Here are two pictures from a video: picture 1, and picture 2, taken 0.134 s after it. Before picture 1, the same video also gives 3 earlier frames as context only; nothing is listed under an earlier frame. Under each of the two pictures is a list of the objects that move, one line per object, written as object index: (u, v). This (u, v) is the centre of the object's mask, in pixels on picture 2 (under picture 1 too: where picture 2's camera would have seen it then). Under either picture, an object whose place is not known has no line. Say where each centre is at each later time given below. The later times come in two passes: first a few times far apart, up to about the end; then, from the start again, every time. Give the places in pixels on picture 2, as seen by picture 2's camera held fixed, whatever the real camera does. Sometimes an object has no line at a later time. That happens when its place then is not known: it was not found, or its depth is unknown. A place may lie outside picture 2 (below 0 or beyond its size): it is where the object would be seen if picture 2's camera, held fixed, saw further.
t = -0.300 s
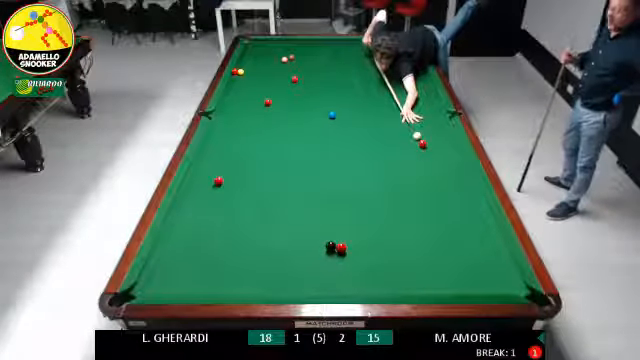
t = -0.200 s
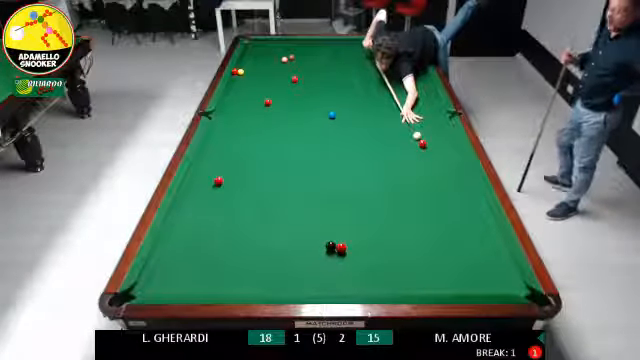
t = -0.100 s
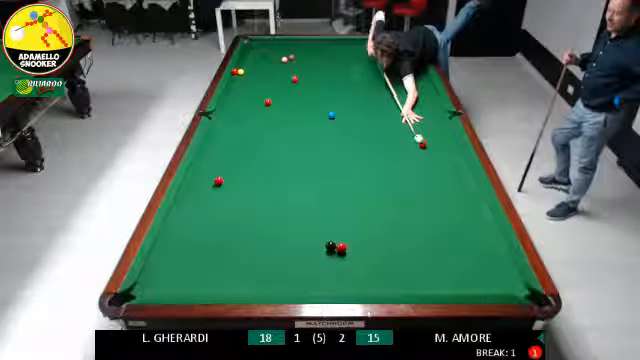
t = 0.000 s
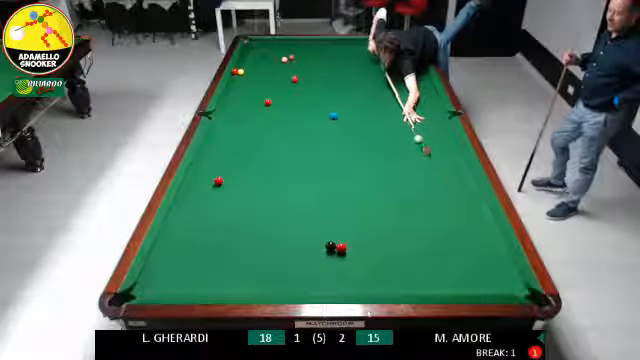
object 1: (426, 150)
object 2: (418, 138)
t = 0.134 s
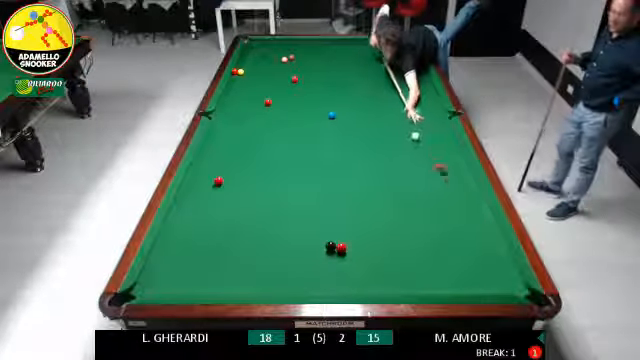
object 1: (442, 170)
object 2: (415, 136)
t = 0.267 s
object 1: (454, 184)
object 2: (411, 133)
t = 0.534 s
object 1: (476, 218)
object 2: (407, 128)
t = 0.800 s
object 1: (509, 262)
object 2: (402, 124)
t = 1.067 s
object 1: (518, 288)
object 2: (398, 121)
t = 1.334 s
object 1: (500, 275)
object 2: (395, 118)
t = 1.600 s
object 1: (479, 264)
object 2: (391, 116)
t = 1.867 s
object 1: (460, 255)
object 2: (390, 114)
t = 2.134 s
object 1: (444, 246)
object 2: (387, 113)
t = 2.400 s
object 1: (429, 238)
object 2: (387, 112)
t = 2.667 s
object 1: (417, 233)
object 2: (386, 112)
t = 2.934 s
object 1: (407, 228)
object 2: (386, 112)
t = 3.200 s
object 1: (398, 224)
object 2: (387, 112)
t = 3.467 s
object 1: (391, 220)
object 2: (387, 112)
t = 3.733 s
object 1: (383, 218)
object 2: (387, 112)
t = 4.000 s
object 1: (380, 216)
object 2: (387, 112)
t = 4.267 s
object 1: (377, 215)
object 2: (387, 112)
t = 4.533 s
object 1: (376, 215)
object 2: (387, 112)
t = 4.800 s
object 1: (375, 215)
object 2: (387, 112)
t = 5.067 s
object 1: (375, 215)
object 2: (387, 112)
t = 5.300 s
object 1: (376, 215)
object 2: (386, 112)
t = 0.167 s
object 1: (445, 175)
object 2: (414, 135)
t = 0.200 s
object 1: (448, 179)
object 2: (413, 134)
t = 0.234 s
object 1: (450, 181)
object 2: (412, 133)
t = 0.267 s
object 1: (454, 184)
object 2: (411, 133)
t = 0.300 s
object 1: (456, 189)
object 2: (411, 132)
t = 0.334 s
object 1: (459, 193)
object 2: (410, 131)
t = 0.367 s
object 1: (462, 197)
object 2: (410, 131)
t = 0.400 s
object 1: (464, 201)
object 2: (409, 130)
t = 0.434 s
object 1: (467, 206)
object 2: (409, 130)
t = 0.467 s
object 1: (471, 210)
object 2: (408, 129)
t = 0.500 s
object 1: (473, 214)
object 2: (407, 129)
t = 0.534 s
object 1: (476, 218)
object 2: (407, 128)
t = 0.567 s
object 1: (482, 223)
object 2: (407, 127)
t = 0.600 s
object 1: (486, 229)
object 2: (406, 127)
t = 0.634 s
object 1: (489, 234)
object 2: (406, 127)
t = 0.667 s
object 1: (492, 237)
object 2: (405, 126)
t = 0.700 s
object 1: (496, 243)
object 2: (404, 126)
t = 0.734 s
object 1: (501, 249)
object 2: (403, 125)
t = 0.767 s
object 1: (504, 256)
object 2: (403, 125)
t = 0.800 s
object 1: (509, 262)
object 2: (402, 124)
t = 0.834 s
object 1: (508, 265)
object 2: (402, 123)
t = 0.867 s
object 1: (512, 271)
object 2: (401, 123)
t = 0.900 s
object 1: (512, 275)
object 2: (401, 123)
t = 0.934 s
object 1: (515, 278)
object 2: (400, 122)
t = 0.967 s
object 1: (516, 286)
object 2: (400, 122)
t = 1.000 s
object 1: (516, 291)
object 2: (399, 122)
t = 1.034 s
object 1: (516, 291)
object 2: (399, 122)
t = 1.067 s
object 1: (518, 288)
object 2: (398, 121)
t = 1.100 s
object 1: (518, 285)
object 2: (398, 121)
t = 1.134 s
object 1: (518, 282)
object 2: (397, 120)
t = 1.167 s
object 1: (516, 282)
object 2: (397, 120)
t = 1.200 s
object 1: (510, 278)
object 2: (396, 119)
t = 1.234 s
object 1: (508, 277)
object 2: (396, 119)
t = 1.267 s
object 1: (505, 277)
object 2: (395, 119)
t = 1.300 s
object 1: (503, 277)
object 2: (395, 118)
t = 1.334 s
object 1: (500, 275)
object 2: (395, 118)
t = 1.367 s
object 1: (497, 273)
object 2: (394, 118)
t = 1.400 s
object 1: (494, 271)
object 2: (394, 117)
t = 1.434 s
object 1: (491, 269)
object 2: (393, 117)
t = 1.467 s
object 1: (489, 269)
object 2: (393, 117)
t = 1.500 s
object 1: (486, 266)
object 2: (393, 116)
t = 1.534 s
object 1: (484, 266)
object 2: (392, 116)
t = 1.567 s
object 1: (481, 264)
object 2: (392, 116)
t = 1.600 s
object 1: (479, 264)
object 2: (391, 116)
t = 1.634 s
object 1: (476, 262)
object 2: (391, 116)
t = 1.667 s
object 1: (473, 261)
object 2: (391, 115)
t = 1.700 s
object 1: (471, 261)
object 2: (391, 115)
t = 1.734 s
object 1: (469, 260)
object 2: (390, 115)
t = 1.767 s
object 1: (466, 258)
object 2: (390, 115)
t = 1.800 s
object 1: (465, 258)
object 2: (390, 115)
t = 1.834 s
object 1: (463, 256)
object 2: (390, 114)
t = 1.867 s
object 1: (460, 255)
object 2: (390, 114)
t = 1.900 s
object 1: (457, 254)
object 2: (389, 113)
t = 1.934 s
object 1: (455, 252)
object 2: (389, 113)
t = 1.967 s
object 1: (453, 251)
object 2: (388, 113)
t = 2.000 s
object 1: (452, 249)
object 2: (388, 113)
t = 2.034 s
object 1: (450, 249)
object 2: (388, 113)
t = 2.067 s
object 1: (448, 247)
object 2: (388, 113)
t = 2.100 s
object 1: (445, 246)
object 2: (387, 113)
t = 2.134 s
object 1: (444, 246)
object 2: (387, 113)
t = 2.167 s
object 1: (441, 245)
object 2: (387, 113)
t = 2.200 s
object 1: (439, 244)
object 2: (387, 113)
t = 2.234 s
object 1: (438, 243)
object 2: (387, 112)
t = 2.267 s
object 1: (436, 242)
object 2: (387, 112)
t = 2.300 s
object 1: (434, 241)
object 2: (387, 112)
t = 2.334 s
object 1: (432, 241)
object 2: (387, 112)
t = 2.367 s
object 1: (431, 240)
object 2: (387, 112)
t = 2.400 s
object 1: (429, 238)
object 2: (387, 112)
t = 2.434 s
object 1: (428, 238)
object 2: (387, 112)
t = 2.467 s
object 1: (426, 237)
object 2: (387, 112)
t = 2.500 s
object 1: (425, 237)
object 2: (386, 112)
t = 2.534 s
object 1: (423, 236)
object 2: (386, 112)
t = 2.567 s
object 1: (422, 235)
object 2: (386, 112)
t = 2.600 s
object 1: (420, 234)
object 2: (386, 112)
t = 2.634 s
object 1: (419, 234)
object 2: (386, 112)
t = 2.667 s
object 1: (417, 233)
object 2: (386, 112)
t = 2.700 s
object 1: (416, 232)
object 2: (386, 112)
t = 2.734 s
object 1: (415, 232)
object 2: (386, 112)
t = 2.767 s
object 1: (413, 231)
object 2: (386, 112)
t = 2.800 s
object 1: (412, 231)
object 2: (386, 112)
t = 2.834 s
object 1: (411, 229)
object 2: (386, 112)
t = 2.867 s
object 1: (410, 229)
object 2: (386, 112)
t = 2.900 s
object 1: (409, 228)
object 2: (386, 112)
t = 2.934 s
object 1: (407, 228)
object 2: (386, 112)
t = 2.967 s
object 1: (406, 227)
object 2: (386, 112)
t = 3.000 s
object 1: (405, 227)
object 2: (387, 112)
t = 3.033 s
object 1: (404, 226)
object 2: (386, 112)
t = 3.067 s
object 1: (403, 226)
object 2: (387, 112)
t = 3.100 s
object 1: (402, 225)
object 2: (387, 112)
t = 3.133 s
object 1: (401, 225)
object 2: (387, 112)
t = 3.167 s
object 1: (400, 225)
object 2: (387, 112)
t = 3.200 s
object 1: (398, 224)
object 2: (387, 112)
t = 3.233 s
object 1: (397, 223)
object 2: (387, 112)
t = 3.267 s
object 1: (396, 223)
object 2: (387, 112)
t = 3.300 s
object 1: (395, 223)
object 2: (387, 112)
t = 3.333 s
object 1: (394, 222)
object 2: (387, 112)
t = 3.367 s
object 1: (393, 222)
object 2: (387, 112)
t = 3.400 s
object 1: (393, 222)
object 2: (387, 112)
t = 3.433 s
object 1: (392, 221)
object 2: (387, 112)
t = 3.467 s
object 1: (391, 220)
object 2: (387, 112)
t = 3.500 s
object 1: (390, 220)
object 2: (387, 112)
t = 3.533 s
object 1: (389, 220)
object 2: (387, 112)
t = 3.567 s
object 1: (388, 220)
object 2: (387, 112)
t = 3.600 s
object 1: (388, 220)
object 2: (387, 112)
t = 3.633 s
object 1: (387, 219)
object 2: (387, 112)
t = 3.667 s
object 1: (384, 218)
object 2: (387, 112)
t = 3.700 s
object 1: (384, 218)
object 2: (387, 112)
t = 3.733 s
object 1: (383, 218)
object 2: (387, 112)
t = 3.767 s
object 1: (383, 218)
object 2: (387, 112)
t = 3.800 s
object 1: (383, 218)
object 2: (387, 112)
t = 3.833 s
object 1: (382, 218)
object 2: (387, 112)
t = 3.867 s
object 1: (382, 218)
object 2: (387, 112)
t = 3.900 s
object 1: (381, 218)
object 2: (387, 112)
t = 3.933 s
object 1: (381, 218)
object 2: (387, 112)
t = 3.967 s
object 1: (380, 216)
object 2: (387, 112)
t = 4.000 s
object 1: (380, 216)
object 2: (387, 112)
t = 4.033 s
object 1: (380, 216)
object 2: (387, 112)
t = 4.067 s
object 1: (379, 216)
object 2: (387, 112)
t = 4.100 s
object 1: (379, 216)
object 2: (387, 112)
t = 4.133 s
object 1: (379, 216)
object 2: (387, 112)
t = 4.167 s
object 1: (379, 216)
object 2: (387, 112)
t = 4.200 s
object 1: (377, 215)
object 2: (387, 112)
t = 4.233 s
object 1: (377, 215)
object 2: (387, 112)
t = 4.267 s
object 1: (377, 215)
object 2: (387, 112)
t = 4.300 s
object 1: (376, 215)
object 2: (387, 112)
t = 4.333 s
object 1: (376, 215)
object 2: (387, 112)
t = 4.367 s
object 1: (376, 215)
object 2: (387, 112)
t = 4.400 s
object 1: (376, 215)
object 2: (387, 112)
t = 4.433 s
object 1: (376, 215)
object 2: (387, 112)
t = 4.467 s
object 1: (376, 215)
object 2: (387, 112)
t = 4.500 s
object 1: (376, 215)
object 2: (387, 112)
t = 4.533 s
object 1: (376, 215)
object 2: (387, 112)
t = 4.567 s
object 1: (376, 215)
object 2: (387, 112)
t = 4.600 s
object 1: (376, 215)
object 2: (387, 112)
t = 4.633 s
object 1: (375, 215)
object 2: (387, 112)
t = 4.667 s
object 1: (375, 215)
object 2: (387, 112)
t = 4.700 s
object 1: (375, 215)
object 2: (387, 112)
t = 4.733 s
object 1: (375, 215)
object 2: (387, 112)
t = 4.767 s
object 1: (375, 215)
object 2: (387, 112)
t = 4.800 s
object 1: (375, 215)
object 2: (387, 112)
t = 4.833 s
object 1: (375, 215)
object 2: (387, 112)
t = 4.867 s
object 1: (375, 215)
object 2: (387, 113)
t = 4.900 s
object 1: (375, 215)
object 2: (387, 113)
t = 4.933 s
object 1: (375, 215)
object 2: (387, 112)
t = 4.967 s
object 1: (375, 215)
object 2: (387, 112)
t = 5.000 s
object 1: (375, 215)
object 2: (387, 112)
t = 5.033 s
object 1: (375, 215)
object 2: (387, 113)
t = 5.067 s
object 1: (375, 215)
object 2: (387, 112)
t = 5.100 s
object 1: (375, 215)
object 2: (387, 112)
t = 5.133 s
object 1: (375, 215)
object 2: (387, 112)
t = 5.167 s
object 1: (375, 215)
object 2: (387, 112)
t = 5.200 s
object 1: (375, 215)
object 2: (387, 112)
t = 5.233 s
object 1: (375, 215)
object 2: (387, 112)
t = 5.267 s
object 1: (375, 215)
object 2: (386, 112)
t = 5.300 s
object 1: (376, 215)
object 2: (386, 112)
